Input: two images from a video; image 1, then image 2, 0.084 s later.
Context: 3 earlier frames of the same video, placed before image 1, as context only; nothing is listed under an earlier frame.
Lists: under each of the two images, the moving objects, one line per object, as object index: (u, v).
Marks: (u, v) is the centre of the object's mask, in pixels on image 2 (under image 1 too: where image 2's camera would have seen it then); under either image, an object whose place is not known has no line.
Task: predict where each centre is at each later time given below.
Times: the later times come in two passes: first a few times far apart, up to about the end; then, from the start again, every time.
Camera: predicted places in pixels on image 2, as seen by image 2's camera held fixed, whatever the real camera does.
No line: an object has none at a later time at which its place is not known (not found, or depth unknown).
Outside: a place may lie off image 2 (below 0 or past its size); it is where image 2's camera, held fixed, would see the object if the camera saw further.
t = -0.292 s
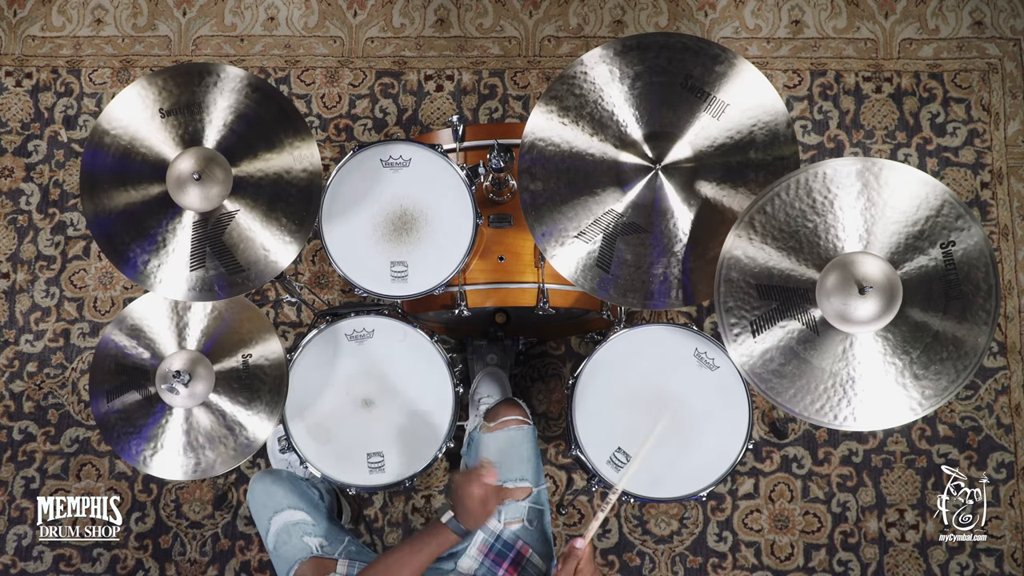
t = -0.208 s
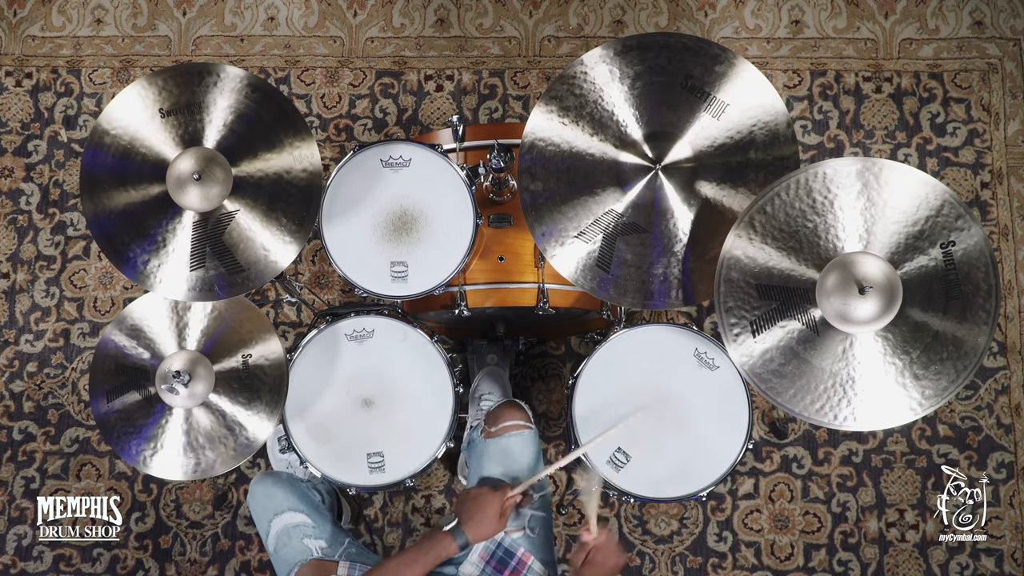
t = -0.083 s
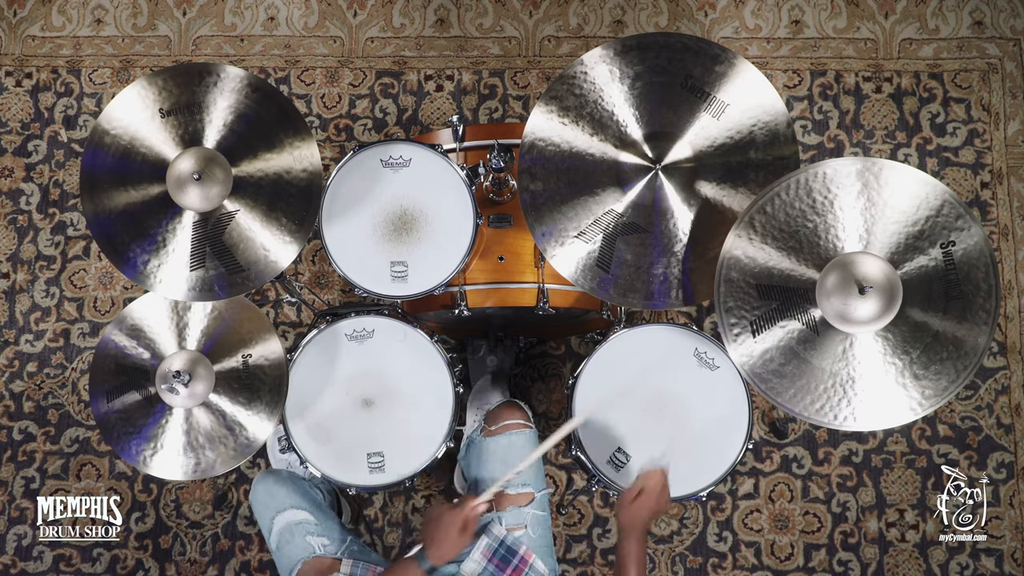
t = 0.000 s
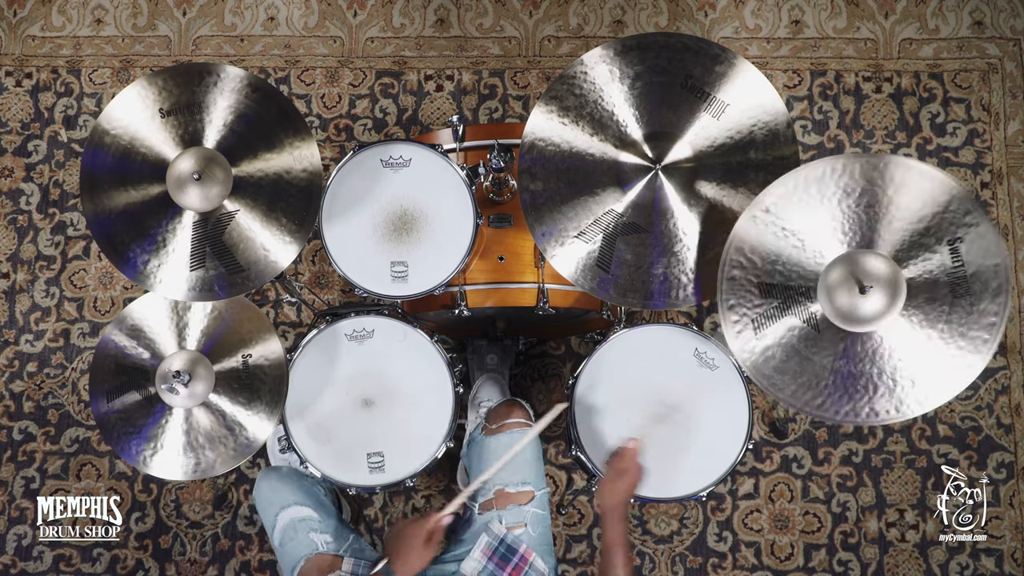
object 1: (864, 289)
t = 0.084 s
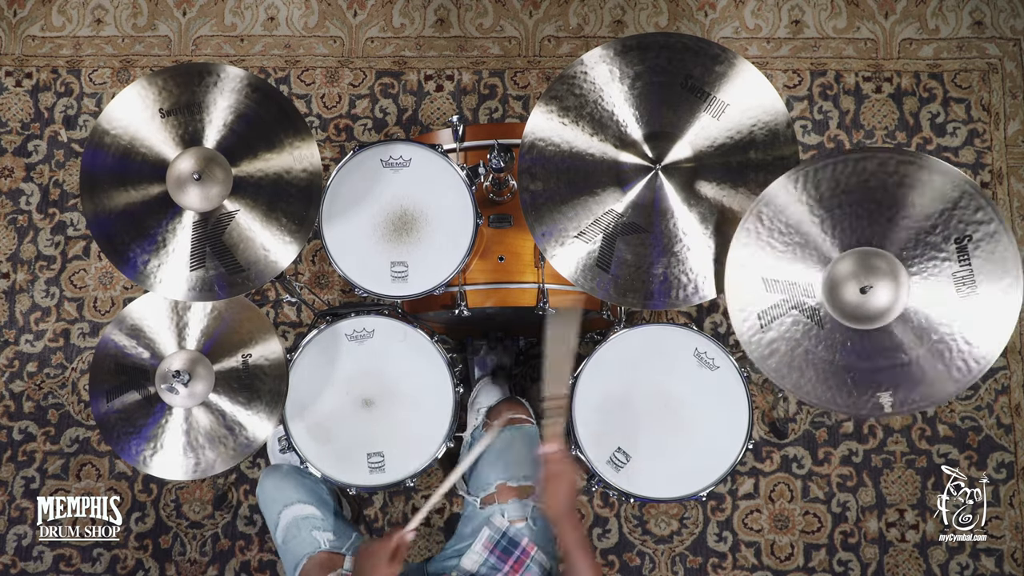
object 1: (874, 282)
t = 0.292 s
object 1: (870, 286)
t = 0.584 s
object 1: (847, 301)
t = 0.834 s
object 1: (857, 293)
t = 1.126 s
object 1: (867, 289)
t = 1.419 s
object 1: (851, 297)
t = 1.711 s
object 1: (860, 292)
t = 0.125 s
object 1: (876, 281)
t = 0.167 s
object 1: (877, 281)
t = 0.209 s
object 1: (875, 282)
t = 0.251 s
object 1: (873, 284)
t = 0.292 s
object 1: (870, 286)
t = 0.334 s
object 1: (865, 290)
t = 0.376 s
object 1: (861, 292)
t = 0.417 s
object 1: (856, 295)
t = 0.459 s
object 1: (853, 298)
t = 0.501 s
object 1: (849, 299)
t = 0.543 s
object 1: (848, 300)
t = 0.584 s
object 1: (847, 301)
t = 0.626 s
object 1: (846, 301)
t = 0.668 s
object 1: (847, 300)
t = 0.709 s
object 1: (848, 299)
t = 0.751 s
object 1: (851, 297)
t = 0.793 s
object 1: (854, 295)
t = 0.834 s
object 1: (857, 293)
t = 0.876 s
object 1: (862, 290)
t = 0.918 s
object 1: (866, 289)
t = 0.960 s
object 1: (868, 288)
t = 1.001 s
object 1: (870, 287)
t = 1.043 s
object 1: (870, 287)
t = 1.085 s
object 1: (869, 288)
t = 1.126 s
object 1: (867, 289)
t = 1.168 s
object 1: (865, 291)
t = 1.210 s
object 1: (862, 292)
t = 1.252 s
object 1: (858, 294)
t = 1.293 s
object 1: (855, 296)
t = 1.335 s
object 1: (854, 297)
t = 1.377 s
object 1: (851, 297)
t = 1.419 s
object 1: (851, 297)
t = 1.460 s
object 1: (850, 297)
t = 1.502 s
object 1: (850, 296)
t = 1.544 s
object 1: (852, 296)
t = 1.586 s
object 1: (853, 295)
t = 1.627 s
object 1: (856, 294)
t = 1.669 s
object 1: (858, 293)
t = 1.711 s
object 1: (860, 292)
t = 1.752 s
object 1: (862, 291)
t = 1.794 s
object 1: (864, 291)
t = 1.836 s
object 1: (864, 291)
